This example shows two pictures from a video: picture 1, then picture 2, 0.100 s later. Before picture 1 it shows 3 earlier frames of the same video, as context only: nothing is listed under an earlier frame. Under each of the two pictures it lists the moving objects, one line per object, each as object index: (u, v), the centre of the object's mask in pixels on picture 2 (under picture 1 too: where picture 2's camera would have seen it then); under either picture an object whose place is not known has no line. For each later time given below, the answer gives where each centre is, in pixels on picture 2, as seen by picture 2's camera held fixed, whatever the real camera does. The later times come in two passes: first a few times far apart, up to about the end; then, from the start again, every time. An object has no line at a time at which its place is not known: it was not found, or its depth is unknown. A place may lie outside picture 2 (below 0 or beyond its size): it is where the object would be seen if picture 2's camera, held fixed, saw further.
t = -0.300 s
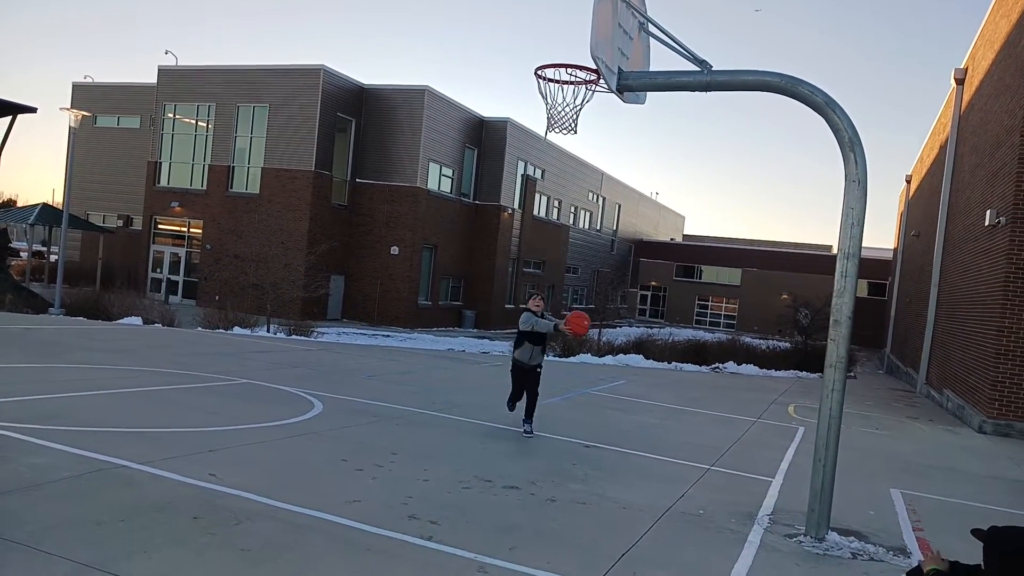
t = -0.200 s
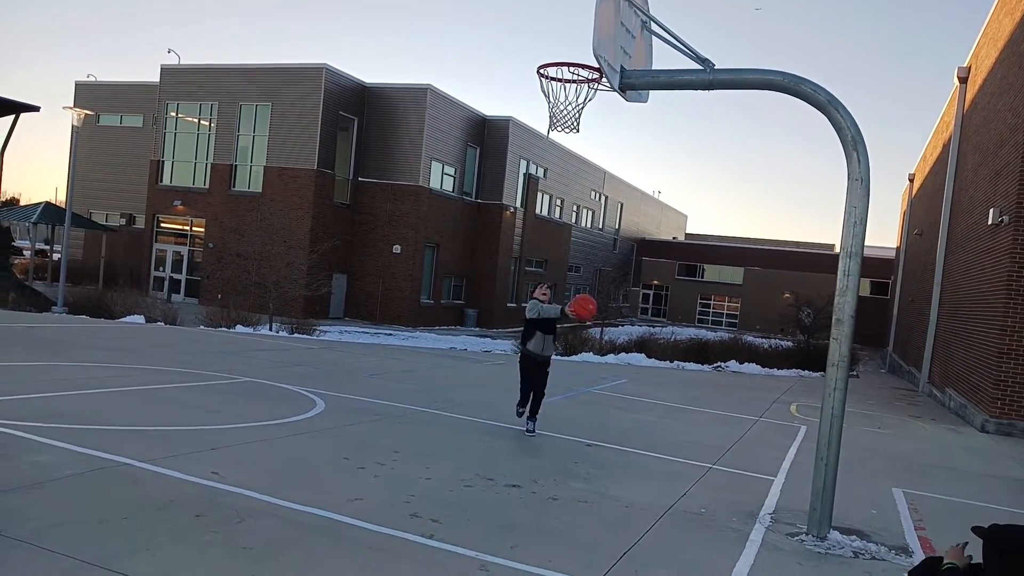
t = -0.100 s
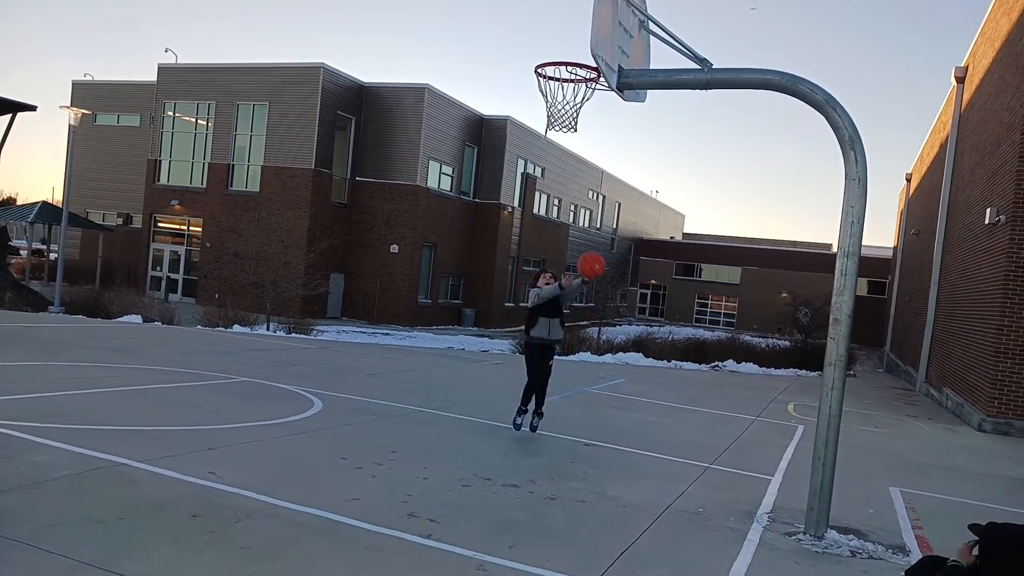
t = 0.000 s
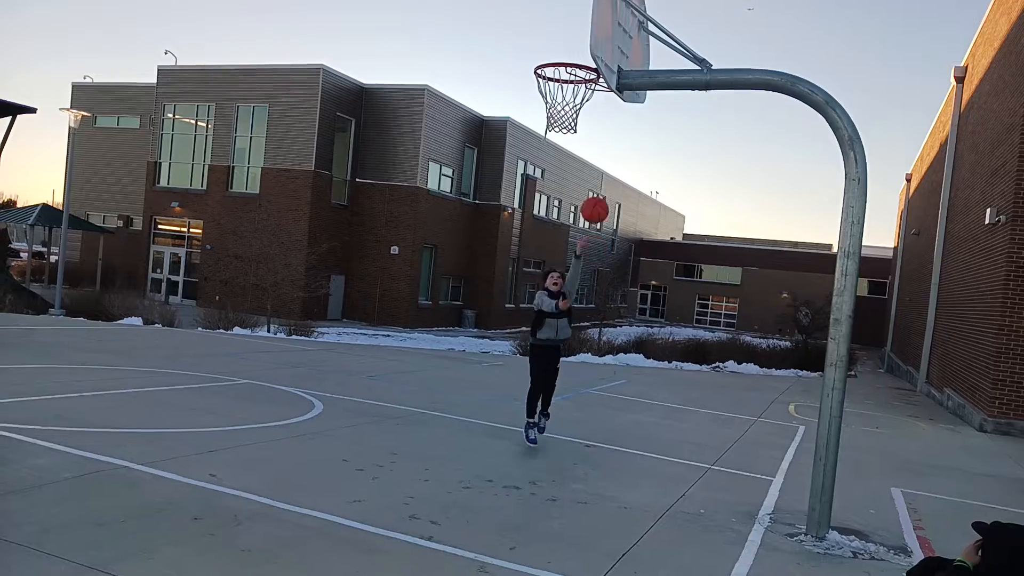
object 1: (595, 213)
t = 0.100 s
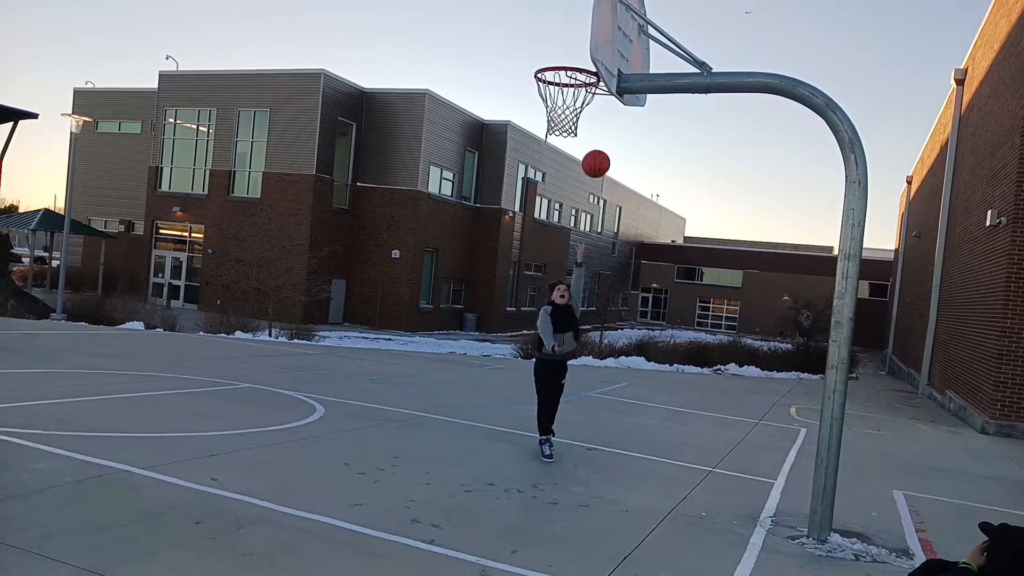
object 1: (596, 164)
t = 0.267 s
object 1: (595, 101)
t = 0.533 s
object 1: (583, 69)
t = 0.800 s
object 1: (587, 61)
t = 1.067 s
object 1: (584, 48)
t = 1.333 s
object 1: (578, 93)
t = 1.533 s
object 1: (555, 197)
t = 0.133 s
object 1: (596, 149)
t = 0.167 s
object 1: (596, 135)
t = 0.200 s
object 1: (596, 123)
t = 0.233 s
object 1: (596, 112)
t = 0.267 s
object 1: (595, 101)
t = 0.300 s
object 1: (593, 93)
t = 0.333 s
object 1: (592, 87)
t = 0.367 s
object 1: (590, 80)
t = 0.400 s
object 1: (587, 76)
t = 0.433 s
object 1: (586, 72)
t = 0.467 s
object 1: (585, 70)
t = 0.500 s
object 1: (584, 69)
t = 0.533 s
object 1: (583, 69)
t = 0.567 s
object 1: (583, 69)
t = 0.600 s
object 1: (583, 65)
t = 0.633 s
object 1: (583, 61)
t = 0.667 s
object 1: (583, 57)
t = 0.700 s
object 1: (585, 58)
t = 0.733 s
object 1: (586, 59)
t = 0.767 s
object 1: (587, 63)
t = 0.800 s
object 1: (587, 61)
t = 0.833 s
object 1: (586, 58)
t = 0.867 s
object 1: (586, 56)
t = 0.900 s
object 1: (586, 55)
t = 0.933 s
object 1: (585, 55)
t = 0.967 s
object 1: (585, 56)
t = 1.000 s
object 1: (585, 52)
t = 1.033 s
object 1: (584, 49)
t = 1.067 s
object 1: (584, 48)
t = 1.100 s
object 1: (584, 49)
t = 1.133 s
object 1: (584, 51)
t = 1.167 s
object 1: (584, 56)
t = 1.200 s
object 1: (584, 60)
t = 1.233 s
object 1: (584, 67)
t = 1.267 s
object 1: (583, 73)
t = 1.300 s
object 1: (582, 82)
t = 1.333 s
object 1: (578, 93)
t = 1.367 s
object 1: (575, 106)
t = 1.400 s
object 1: (571, 121)
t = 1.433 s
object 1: (567, 138)
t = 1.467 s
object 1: (563, 156)
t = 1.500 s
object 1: (559, 176)
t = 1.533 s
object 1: (555, 197)
